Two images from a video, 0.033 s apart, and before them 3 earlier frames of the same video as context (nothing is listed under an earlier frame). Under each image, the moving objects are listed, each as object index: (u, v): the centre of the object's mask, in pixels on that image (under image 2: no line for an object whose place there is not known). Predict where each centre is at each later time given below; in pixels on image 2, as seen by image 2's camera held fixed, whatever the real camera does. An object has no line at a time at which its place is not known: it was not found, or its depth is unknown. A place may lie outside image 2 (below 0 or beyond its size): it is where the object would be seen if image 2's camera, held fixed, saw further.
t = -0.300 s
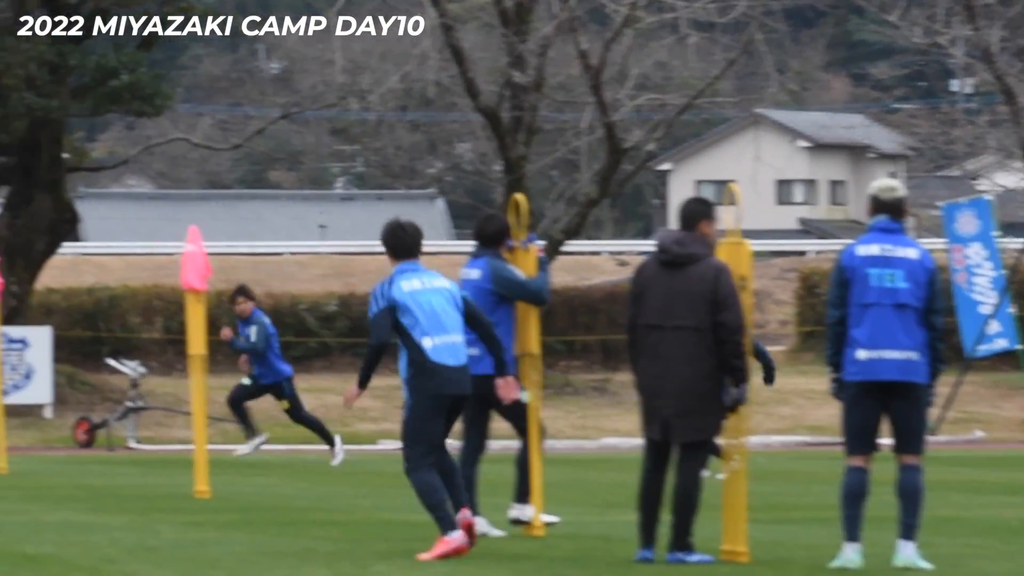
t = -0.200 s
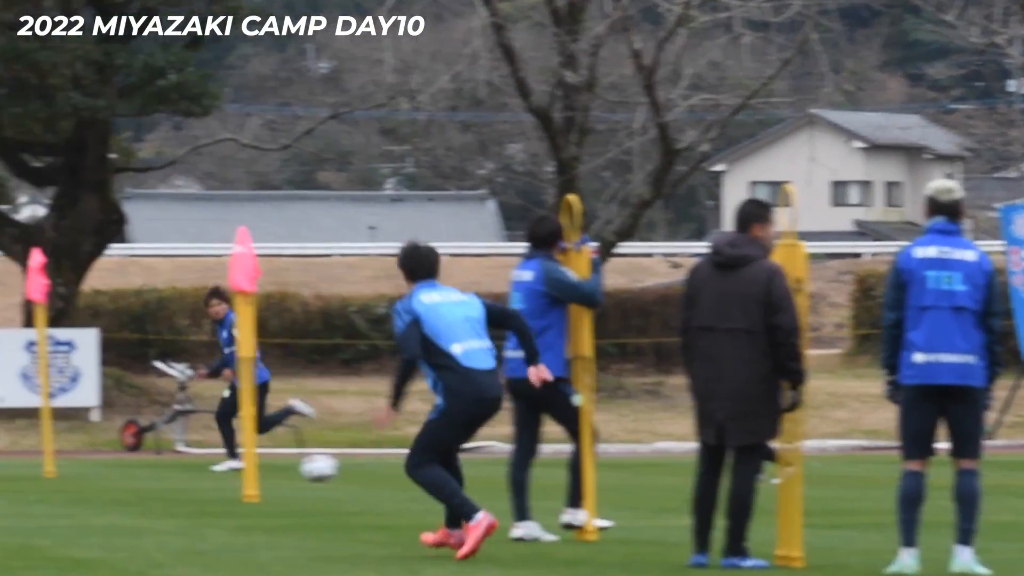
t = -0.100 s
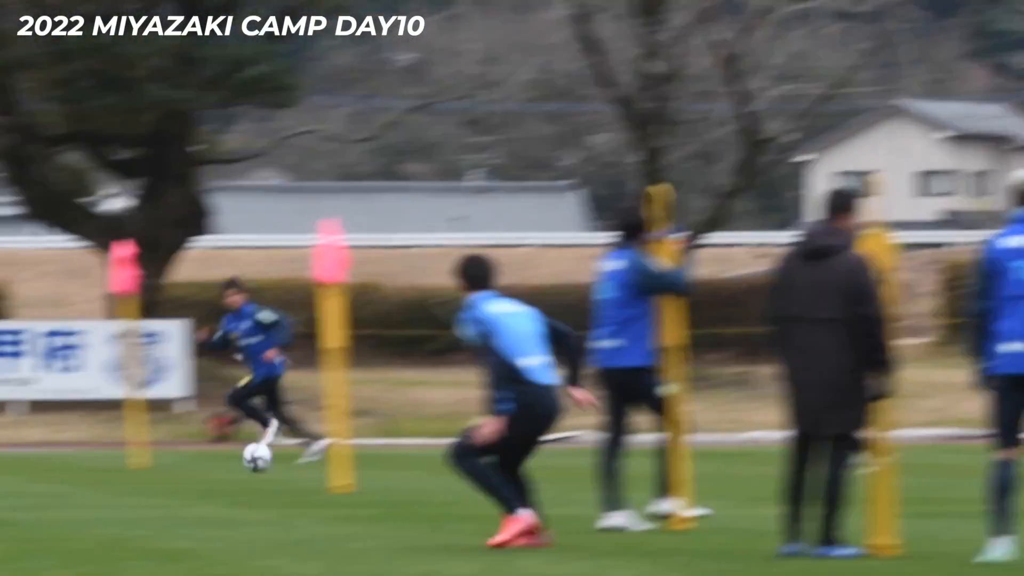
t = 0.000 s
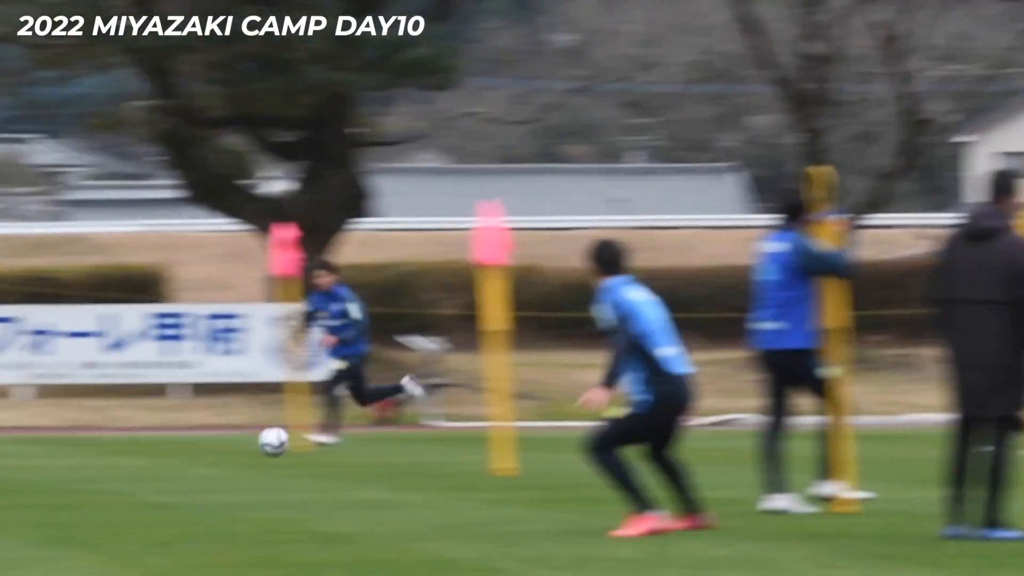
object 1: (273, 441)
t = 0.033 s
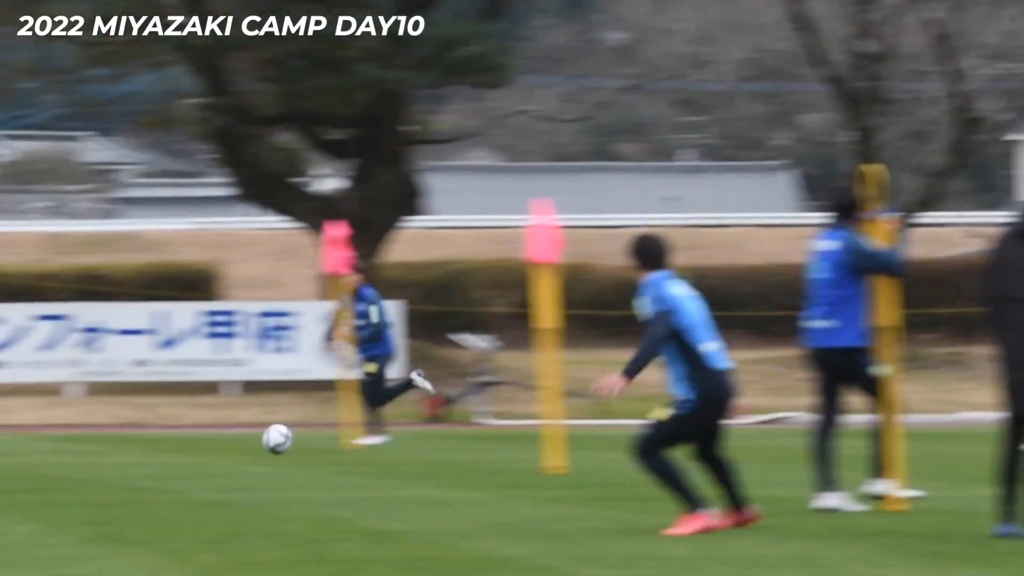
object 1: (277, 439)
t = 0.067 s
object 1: (234, 441)
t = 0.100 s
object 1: (191, 445)
